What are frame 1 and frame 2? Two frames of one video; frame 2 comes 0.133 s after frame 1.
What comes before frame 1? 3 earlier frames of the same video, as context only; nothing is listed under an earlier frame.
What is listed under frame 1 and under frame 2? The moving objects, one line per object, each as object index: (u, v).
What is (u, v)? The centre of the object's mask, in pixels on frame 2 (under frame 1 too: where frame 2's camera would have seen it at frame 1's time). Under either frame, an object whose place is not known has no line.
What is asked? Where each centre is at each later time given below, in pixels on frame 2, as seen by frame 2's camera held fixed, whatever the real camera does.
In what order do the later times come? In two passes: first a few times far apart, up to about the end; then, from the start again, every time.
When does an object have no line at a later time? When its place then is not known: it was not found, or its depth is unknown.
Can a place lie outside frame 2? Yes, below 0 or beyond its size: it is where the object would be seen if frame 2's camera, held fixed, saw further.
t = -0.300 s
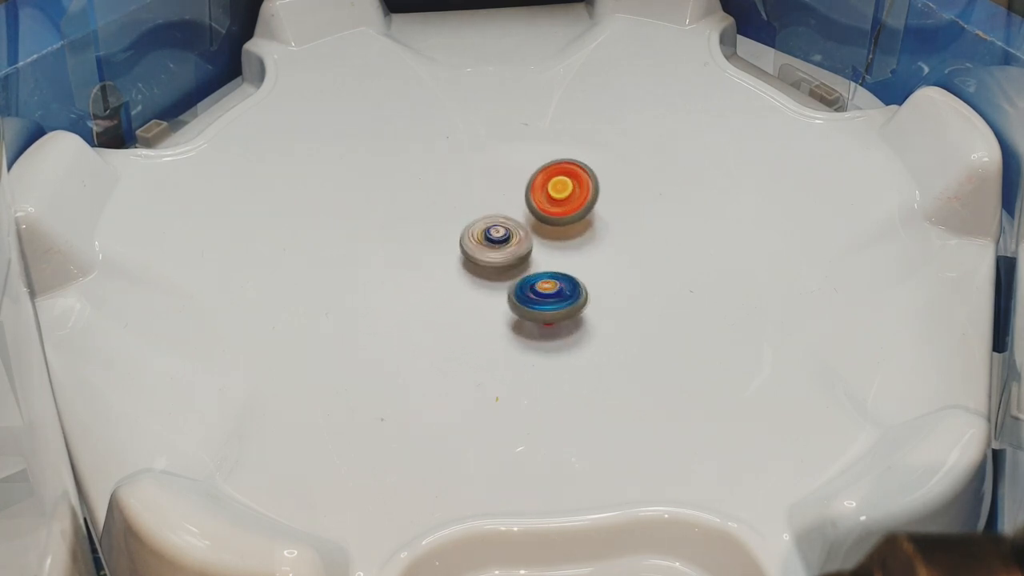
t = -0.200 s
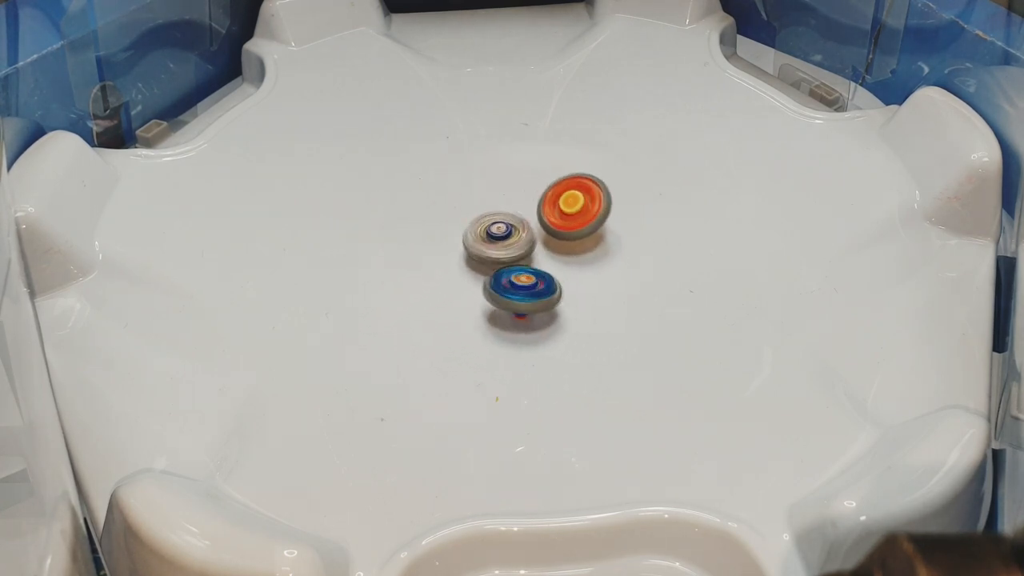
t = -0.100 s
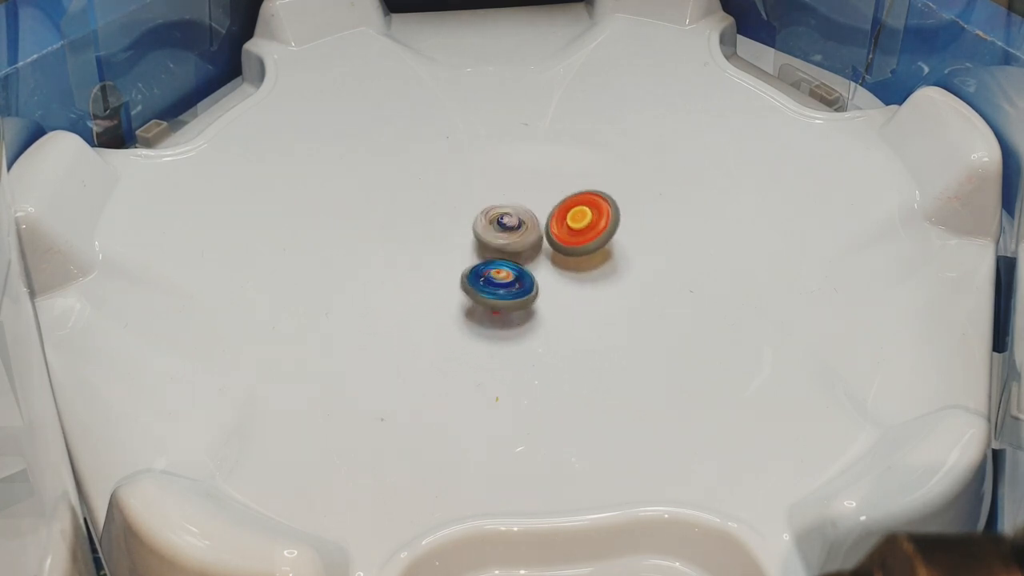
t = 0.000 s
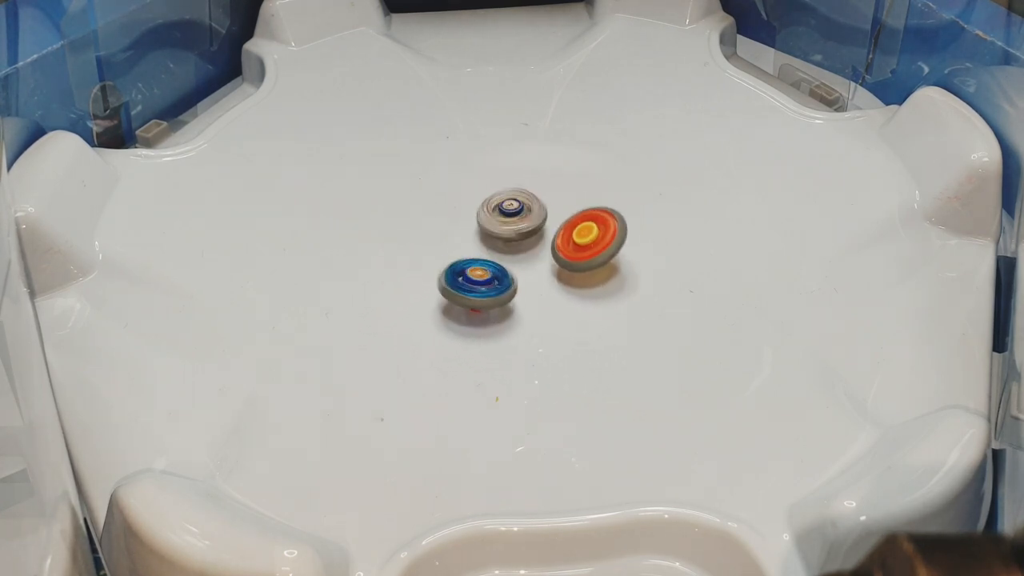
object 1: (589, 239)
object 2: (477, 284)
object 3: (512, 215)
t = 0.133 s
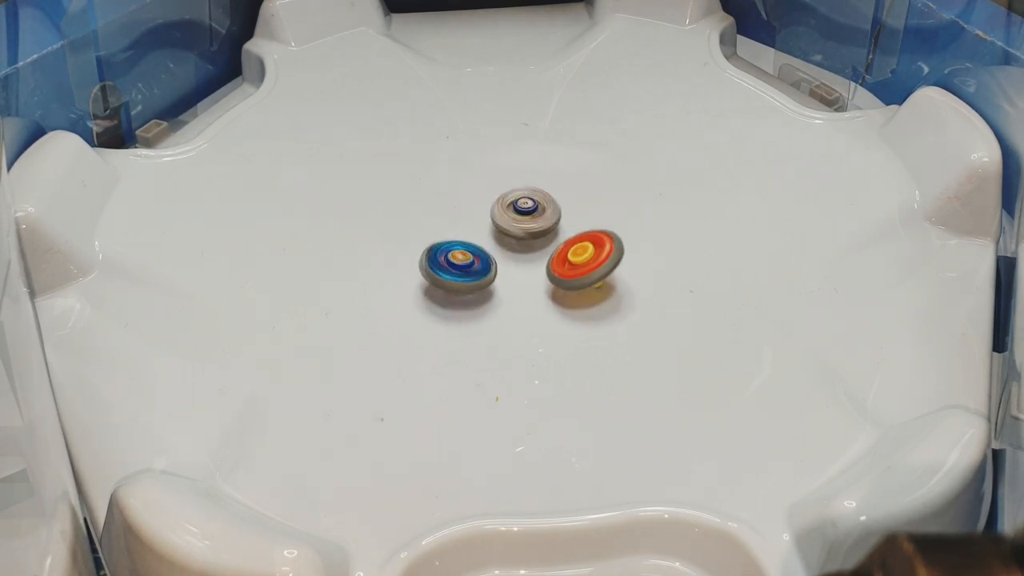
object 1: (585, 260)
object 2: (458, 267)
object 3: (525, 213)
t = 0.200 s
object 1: (578, 269)
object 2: (455, 256)
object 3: (530, 218)
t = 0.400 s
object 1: (542, 289)
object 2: (452, 225)
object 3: (553, 237)
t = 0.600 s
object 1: (495, 290)
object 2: (461, 203)
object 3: (559, 256)
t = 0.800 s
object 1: (453, 270)
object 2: (497, 204)
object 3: (537, 269)
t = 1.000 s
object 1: (430, 242)
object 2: (539, 207)
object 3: (505, 279)
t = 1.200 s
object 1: (435, 213)
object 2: (562, 208)
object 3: (482, 275)
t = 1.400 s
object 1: (463, 190)
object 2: (556, 237)
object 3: (482, 254)
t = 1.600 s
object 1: (502, 181)
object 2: (595, 248)
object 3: (445, 240)
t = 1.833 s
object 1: (550, 189)
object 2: (558, 254)
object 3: (462, 229)
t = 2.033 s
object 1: (580, 210)
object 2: (533, 259)
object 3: (478, 215)
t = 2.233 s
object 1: (617, 218)
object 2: (484, 282)
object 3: (486, 202)
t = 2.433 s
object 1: (595, 253)
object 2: (461, 263)
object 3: (509, 214)
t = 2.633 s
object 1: (550, 278)
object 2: (472, 265)
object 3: (545, 206)
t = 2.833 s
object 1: (536, 289)
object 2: (481, 253)
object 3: (563, 203)
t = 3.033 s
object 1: (492, 283)
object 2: (495, 234)
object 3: (565, 204)
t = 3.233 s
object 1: (458, 267)
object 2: (497, 221)
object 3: (580, 210)
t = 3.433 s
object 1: (447, 238)
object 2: (521, 207)
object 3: (590, 218)
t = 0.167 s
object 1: (583, 264)
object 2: (456, 262)
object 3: (527, 216)
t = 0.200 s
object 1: (578, 269)
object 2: (455, 256)
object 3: (530, 218)
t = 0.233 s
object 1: (575, 273)
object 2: (455, 251)
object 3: (531, 222)
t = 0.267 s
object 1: (568, 278)
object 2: (456, 245)
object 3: (534, 225)
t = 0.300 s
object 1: (563, 281)
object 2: (459, 240)
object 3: (534, 229)
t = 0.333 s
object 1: (557, 284)
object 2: (461, 236)
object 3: (535, 232)
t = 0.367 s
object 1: (548, 287)
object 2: (453, 229)
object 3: (548, 235)
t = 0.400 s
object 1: (542, 289)
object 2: (452, 225)
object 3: (553, 237)
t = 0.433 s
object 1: (537, 290)
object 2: (451, 221)
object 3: (555, 239)
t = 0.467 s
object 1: (526, 292)
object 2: (451, 215)
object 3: (559, 245)
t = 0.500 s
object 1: (519, 292)
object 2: (452, 212)
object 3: (561, 248)
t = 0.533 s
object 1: (509, 292)
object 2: (455, 207)
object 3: (561, 253)
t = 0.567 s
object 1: (502, 291)
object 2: (457, 205)
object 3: (560, 253)
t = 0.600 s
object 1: (495, 290)
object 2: (461, 203)
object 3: (559, 256)
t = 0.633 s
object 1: (486, 287)
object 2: (466, 201)
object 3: (557, 259)
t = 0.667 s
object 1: (479, 285)
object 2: (470, 200)
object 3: (554, 263)
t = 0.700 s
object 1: (471, 281)
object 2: (476, 200)
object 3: (550, 265)
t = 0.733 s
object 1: (465, 278)
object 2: (483, 201)
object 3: (546, 266)
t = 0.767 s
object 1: (460, 275)
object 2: (488, 202)
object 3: (543, 270)
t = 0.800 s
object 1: (453, 270)
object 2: (497, 204)
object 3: (537, 269)
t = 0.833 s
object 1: (449, 266)
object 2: (503, 206)
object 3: (531, 270)
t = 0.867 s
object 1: (445, 262)
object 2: (508, 207)
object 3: (528, 269)
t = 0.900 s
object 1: (440, 257)
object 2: (517, 211)
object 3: (519, 269)
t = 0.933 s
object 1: (436, 252)
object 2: (523, 212)
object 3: (517, 268)
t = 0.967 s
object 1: (431, 246)
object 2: (532, 208)
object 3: (509, 275)
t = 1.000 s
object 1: (430, 242)
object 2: (539, 207)
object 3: (505, 279)
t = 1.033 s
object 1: (429, 238)
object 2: (543, 206)
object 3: (501, 279)
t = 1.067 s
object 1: (428, 231)
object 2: (551, 205)
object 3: (495, 278)
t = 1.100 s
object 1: (429, 227)
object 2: (555, 205)
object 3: (492, 279)
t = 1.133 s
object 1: (430, 221)
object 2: (560, 206)
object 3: (486, 277)
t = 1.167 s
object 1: (433, 217)
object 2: (561, 207)
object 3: (484, 277)
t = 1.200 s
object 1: (435, 213)
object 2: (562, 208)
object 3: (482, 275)
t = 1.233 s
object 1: (439, 207)
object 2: (562, 213)
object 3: (478, 271)
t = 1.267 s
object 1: (442, 204)
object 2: (562, 217)
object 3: (478, 269)
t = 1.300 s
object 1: (445, 201)
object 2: (562, 221)
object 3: (477, 265)
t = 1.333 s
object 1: (451, 196)
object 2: (560, 227)
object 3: (479, 263)
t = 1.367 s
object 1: (456, 193)
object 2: (559, 231)
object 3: (480, 260)
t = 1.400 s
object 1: (463, 190)
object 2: (556, 237)
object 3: (482, 254)
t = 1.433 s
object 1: (468, 188)
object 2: (567, 238)
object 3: (471, 252)
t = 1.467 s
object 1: (473, 185)
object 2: (579, 239)
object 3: (458, 250)
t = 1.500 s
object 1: (481, 183)
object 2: (588, 242)
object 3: (451, 247)
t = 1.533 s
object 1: (487, 182)
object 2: (591, 243)
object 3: (450, 245)
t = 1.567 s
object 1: (496, 181)
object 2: (595, 246)
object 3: (446, 242)
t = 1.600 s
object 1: (502, 181)
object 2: (595, 248)
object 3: (445, 240)
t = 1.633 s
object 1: (508, 181)
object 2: (595, 249)
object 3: (444, 238)
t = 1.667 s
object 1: (517, 181)
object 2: (591, 250)
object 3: (443, 235)
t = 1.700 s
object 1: (522, 182)
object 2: (587, 251)
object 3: (445, 234)
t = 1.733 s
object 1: (528, 182)
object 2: (581, 252)
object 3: (446, 232)
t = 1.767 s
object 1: (537, 184)
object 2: (574, 253)
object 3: (451, 231)
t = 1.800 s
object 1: (542, 186)
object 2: (567, 254)
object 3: (455, 229)
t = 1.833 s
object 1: (550, 189)
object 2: (558, 254)
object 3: (462, 229)
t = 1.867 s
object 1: (555, 191)
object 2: (552, 254)
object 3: (468, 228)
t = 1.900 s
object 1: (560, 194)
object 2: (545, 253)
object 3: (473, 225)
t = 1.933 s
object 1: (567, 198)
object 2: (536, 252)
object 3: (478, 224)
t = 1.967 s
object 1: (571, 201)
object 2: (536, 254)
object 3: (478, 222)
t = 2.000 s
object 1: (576, 206)
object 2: (531, 255)
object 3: (479, 221)
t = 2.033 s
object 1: (580, 210)
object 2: (533, 259)
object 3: (478, 215)
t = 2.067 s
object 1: (583, 214)
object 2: (533, 260)
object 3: (477, 213)
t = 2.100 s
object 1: (587, 220)
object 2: (533, 263)
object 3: (479, 209)
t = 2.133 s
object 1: (596, 216)
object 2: (519, 270)
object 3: (481, 207)
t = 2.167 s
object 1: (608, 213)
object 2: (503, 276)
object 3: (483, 205)
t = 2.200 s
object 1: (616, 214)
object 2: (489, 281)
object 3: (484, 203)
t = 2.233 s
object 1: (617, 218)
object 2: (484, 282)
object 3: (486, 202)
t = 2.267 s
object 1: (615, 224)
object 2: (478, 281)
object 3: (490, 201)
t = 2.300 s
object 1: (613, 228)
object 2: (472, 279)
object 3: (492, 203)
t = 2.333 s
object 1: (611, 233)
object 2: (466, 276)
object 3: (496, 204)
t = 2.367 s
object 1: (606, 240)
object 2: (462, 271)
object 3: (502, 208)
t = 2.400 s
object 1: (602, 246)
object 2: (462, 269)
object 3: (503, 210)
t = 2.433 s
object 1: (595, 253)
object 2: (461, 263)
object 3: (509, 214)
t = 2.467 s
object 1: (590, 257)
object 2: (464, 259)
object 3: (512, 216)
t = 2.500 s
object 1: (584, 262)
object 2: (467, 256)
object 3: (513, 217)
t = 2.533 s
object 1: (575, 268)
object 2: (468, 258)
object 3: (522, 216)
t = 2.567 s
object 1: (568, 271)
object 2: (464, 261)
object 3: (533, 212)
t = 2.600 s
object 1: (561, 274)
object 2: (464, 262)
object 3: (540, 207)
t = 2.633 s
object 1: (550, 278)
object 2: (472, 265)
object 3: (545, 206)
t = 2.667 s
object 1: (552, 280)
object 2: (471, 264)
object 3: (548, 207)
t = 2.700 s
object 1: (555, 286)
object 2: (472, 262)
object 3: (553, 206)
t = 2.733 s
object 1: (552, 287)
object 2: (473, 262)
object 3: (556, 205)
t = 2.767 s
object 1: (549, 289)
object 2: (474, 261)
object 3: (558, 205)
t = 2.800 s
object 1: (541, 289)
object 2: (479, 257)
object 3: (560, 202)
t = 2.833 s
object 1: (536, 289)
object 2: (481, 253)
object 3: (563, 203)
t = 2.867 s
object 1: (528, 290)
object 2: (485, 247)
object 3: (564, 204)
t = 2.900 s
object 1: (520, 288)
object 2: (490, 243)
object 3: (563, 203)
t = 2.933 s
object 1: (514, 290)
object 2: (494, 239)
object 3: (560, 207)
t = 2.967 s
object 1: (505, 289)
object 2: (497, 235)
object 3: (561, 208)
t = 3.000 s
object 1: (499, 287)
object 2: (496, 235)
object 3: (564, 206)
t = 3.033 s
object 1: (492, 283)
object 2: (495, 234)
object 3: (565, 204)
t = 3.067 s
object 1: (484, 278)
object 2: (497, 232)
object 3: (563, 208)
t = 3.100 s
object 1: (476, 280)
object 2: (500, 228)
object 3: (567, 209)
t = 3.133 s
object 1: (467, 281)
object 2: (501, 227)
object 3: (574, 210)
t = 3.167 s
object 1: (464, 278)
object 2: (502, 225)
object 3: (574, 210)
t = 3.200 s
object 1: (461, 274)
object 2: (504, 223)
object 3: (574, 209)
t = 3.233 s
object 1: (458, 267)
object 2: (497, 221)
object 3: (580, 210)
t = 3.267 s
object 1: (457, 262)
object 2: (494, 220)
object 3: (583, 210)
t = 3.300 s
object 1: (456, 255)
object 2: (493, 220)
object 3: (588, 210)
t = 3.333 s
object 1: (455, 250)
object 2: (495, 219)
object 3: (587, 211)
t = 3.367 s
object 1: (452, 247)
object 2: (500, 219)
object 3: (588, 213)
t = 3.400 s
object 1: (447, 242)
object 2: (514, 212)
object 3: (589, 216)
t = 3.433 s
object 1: (447, 238)
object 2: (521, 207)
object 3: (590, 218)
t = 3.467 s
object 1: (450, 233)
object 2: (525, 202)
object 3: (591, 218)
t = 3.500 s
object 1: (454, 227)
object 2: (528, 198)
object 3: (592, 219)
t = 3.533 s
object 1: (458, 223)
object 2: (529, 195)
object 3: (591, 221)
